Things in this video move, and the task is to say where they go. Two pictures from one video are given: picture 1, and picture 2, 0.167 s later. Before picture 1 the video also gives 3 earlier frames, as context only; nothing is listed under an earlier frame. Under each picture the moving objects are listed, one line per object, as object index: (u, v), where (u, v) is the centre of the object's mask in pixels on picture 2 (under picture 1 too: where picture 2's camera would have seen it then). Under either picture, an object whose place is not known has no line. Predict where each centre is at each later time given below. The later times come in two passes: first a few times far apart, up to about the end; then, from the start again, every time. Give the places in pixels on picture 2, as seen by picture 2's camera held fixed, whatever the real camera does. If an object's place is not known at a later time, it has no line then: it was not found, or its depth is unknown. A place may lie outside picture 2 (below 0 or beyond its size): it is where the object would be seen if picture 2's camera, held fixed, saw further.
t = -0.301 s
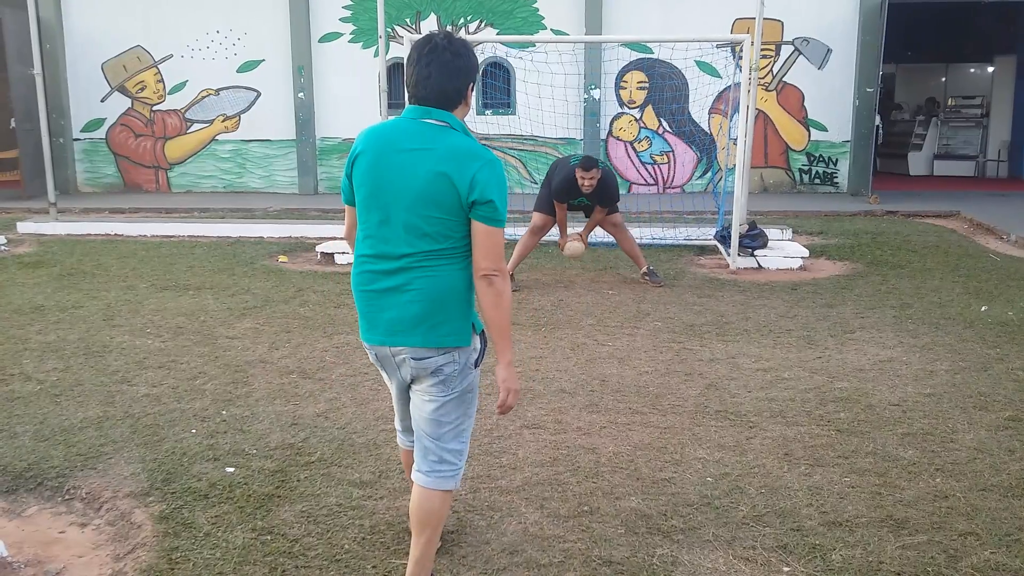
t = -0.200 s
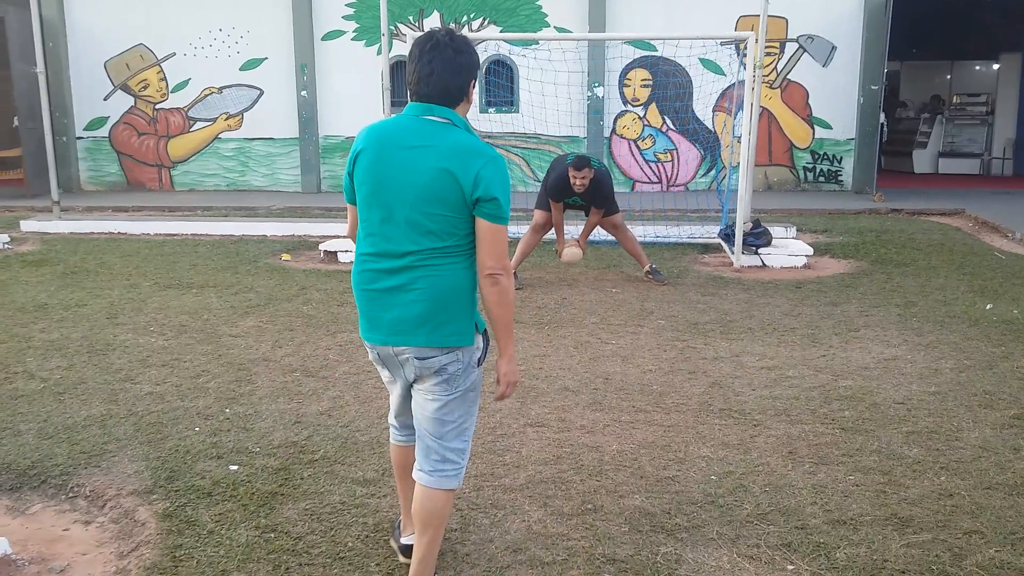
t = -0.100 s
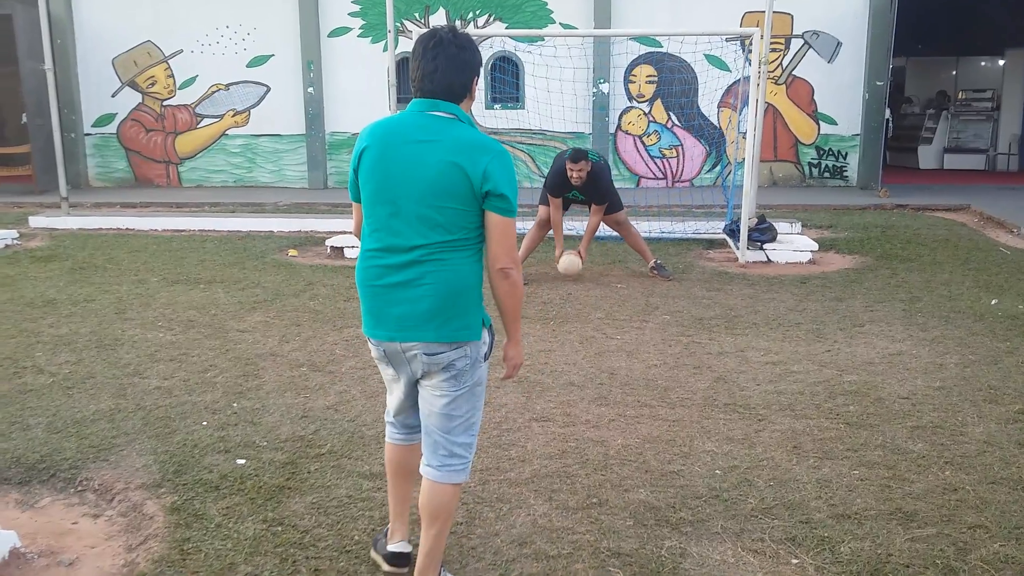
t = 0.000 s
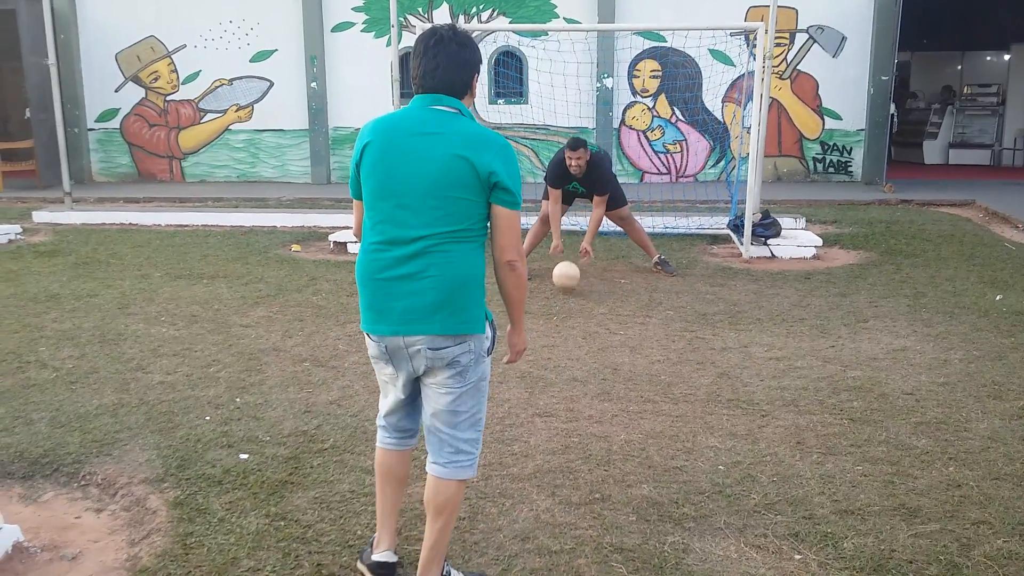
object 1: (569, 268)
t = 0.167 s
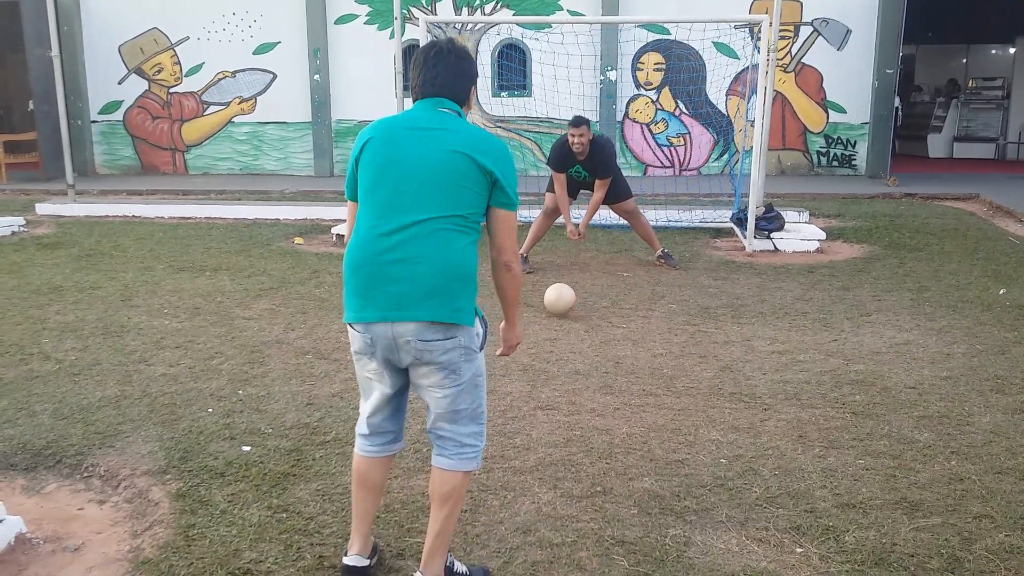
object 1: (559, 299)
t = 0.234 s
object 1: (556, 311)
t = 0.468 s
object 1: (544, 349)
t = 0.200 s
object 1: (558, 305)
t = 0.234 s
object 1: (556, 311)
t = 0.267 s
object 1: (555, 316)
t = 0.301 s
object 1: (553, 321)
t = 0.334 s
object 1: (551, 325)
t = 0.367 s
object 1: (550, 330)
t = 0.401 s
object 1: (548, 336)
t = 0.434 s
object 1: (546, 342)
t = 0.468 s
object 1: (544, 349)
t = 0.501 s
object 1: (542, 356)
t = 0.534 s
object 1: (540, 364)
